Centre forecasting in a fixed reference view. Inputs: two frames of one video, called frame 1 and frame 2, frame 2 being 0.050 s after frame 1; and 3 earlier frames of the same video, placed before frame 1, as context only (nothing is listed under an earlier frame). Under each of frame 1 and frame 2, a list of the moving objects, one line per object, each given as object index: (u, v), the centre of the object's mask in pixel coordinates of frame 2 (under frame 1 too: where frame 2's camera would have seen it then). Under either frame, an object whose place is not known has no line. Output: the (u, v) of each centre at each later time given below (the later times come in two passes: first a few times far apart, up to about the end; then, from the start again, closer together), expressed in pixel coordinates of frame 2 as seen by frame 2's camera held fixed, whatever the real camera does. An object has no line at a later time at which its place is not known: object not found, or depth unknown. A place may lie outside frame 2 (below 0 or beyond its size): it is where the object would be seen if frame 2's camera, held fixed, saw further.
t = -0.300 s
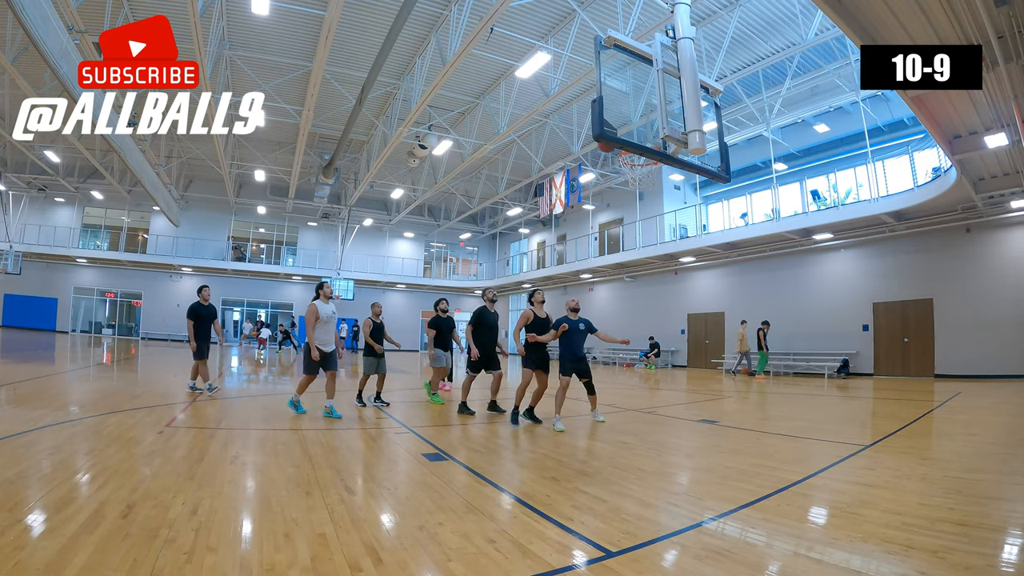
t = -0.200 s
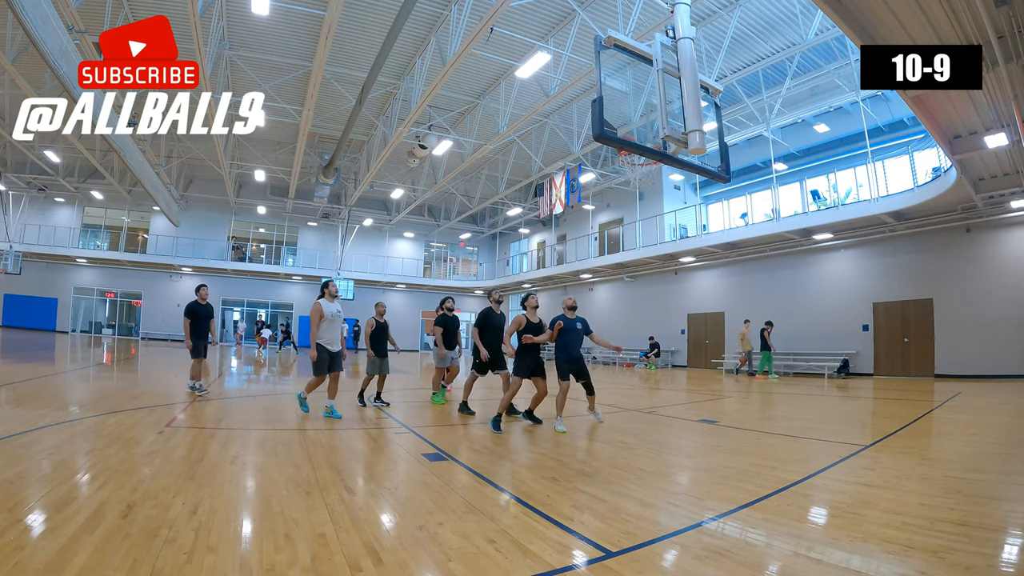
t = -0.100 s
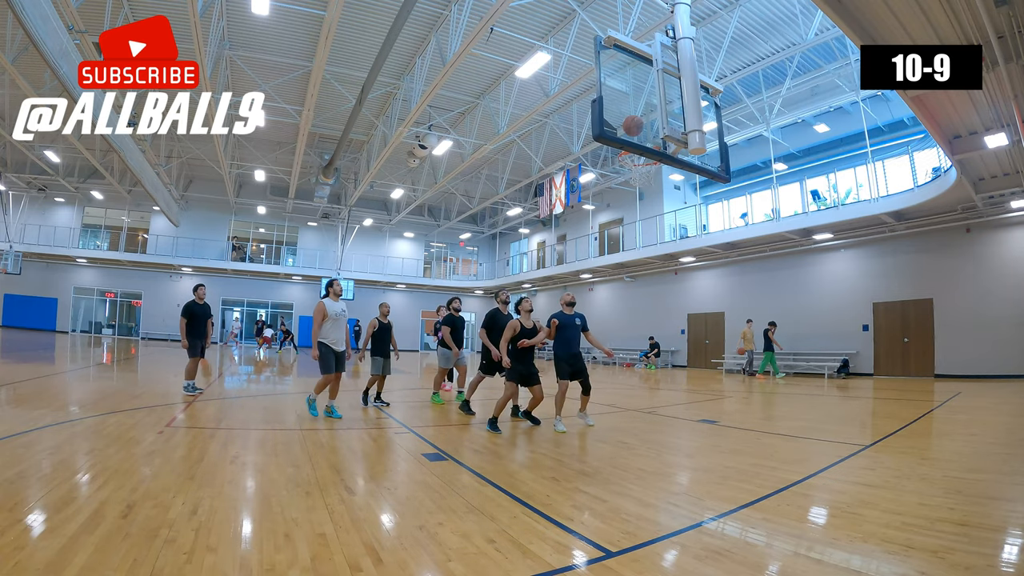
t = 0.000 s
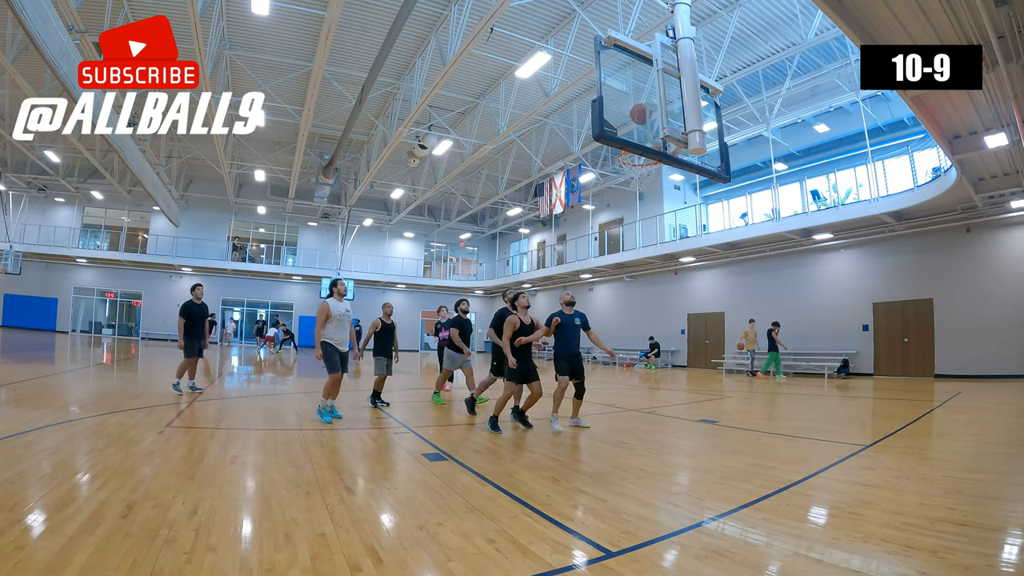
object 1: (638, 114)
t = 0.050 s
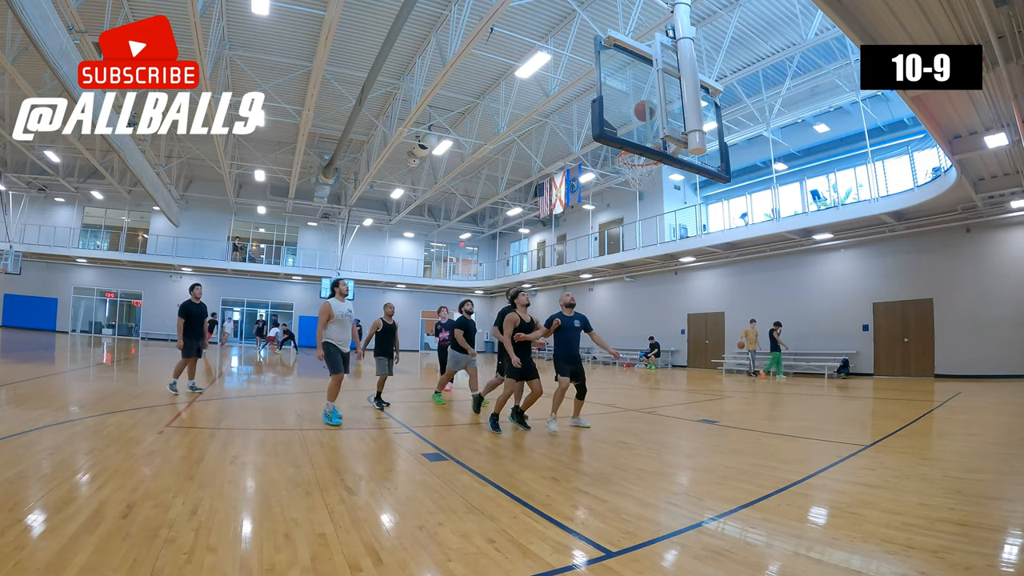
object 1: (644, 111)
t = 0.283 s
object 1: (645, 119)
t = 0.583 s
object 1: (631, 181)
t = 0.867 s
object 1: (648, 237)
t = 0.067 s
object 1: (645, 110)
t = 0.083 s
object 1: (646, 110)
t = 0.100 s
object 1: (648, 110)
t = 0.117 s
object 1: (649, 110)
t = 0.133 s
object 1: (649, 111)
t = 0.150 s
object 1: (650, 111)
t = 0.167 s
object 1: (650, 111)
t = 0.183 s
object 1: (649, 112)
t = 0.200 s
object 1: (649, 113)
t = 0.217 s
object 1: (648, 113)
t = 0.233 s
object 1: (648, 114)
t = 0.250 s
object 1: (647, 116)
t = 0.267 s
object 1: (646, 118)
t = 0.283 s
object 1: (645, 119)
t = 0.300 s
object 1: (644, 121)
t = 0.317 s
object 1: (642, 125)
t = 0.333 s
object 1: (640, 128)
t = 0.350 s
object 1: (639, 131)
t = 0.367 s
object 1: (638, 134)
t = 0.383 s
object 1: (638, 135)
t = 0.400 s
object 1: (638, 137)
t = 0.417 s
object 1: (637, 139)
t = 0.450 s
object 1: (633, 159)
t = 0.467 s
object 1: (632, 161)
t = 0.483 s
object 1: (631, 162)
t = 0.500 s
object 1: (630, 166)
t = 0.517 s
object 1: (630, 171)
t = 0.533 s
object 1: (630, 174)
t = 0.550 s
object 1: (630, 177)
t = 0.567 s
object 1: (630, 179)
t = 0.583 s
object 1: (631, 181)
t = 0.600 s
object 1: (632, 182)
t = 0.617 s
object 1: (633, 183)
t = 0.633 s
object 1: (634, 185)
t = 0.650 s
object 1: (635, 187)
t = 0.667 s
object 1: (636, 189)
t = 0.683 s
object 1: (637, 192)
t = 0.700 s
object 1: (638, 195)
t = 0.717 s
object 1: (638, 198)
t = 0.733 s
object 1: (639, 201)
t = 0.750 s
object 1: (641, 205)
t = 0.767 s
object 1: (641, 209)
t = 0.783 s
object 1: (642, 213)
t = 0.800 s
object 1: (644, 217)
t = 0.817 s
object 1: (644, 222)
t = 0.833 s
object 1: (646, 227)
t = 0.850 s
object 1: (647, 232)
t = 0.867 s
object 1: (648, 237)
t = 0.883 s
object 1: (649, 243)
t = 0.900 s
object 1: (650, 249)
